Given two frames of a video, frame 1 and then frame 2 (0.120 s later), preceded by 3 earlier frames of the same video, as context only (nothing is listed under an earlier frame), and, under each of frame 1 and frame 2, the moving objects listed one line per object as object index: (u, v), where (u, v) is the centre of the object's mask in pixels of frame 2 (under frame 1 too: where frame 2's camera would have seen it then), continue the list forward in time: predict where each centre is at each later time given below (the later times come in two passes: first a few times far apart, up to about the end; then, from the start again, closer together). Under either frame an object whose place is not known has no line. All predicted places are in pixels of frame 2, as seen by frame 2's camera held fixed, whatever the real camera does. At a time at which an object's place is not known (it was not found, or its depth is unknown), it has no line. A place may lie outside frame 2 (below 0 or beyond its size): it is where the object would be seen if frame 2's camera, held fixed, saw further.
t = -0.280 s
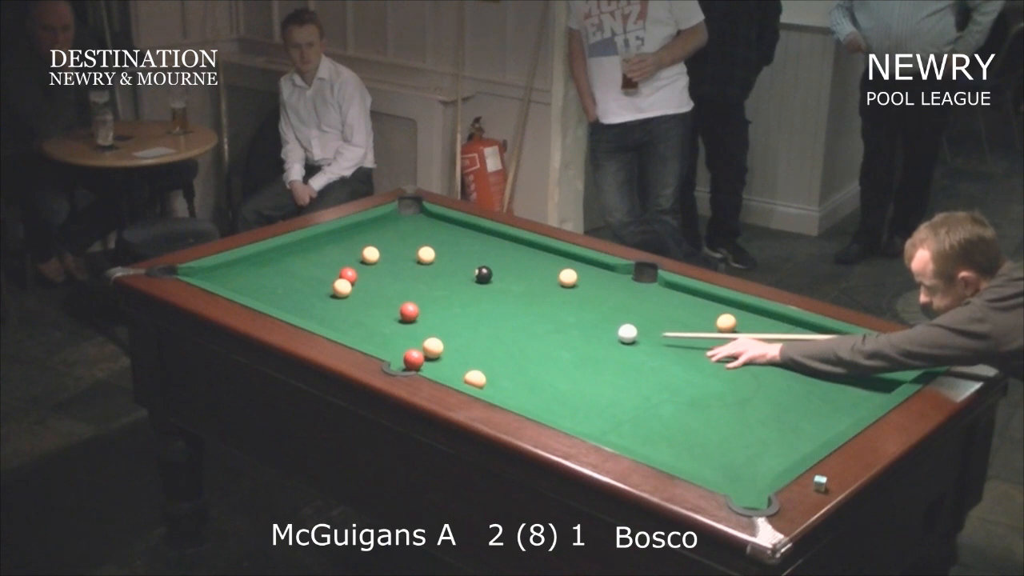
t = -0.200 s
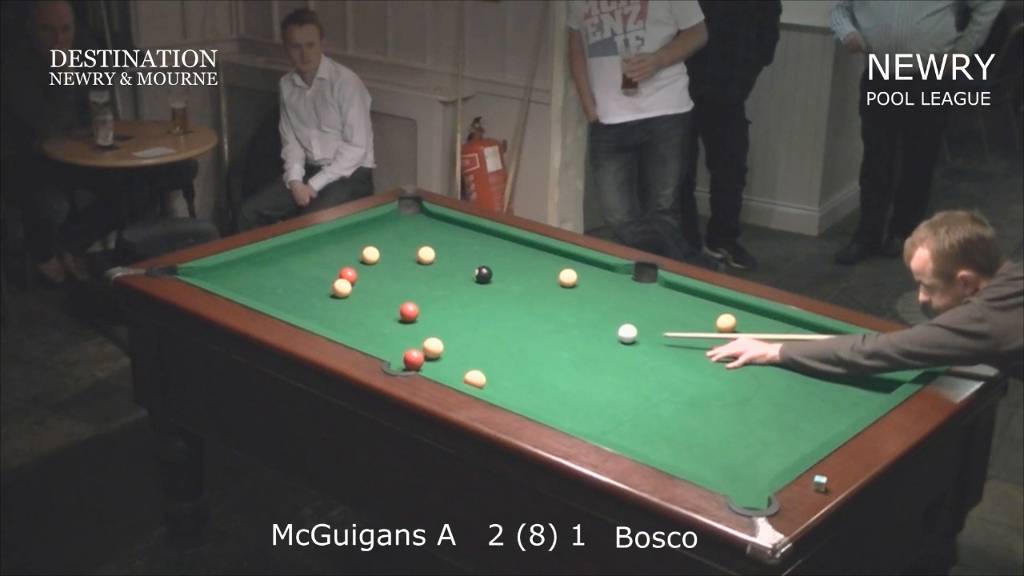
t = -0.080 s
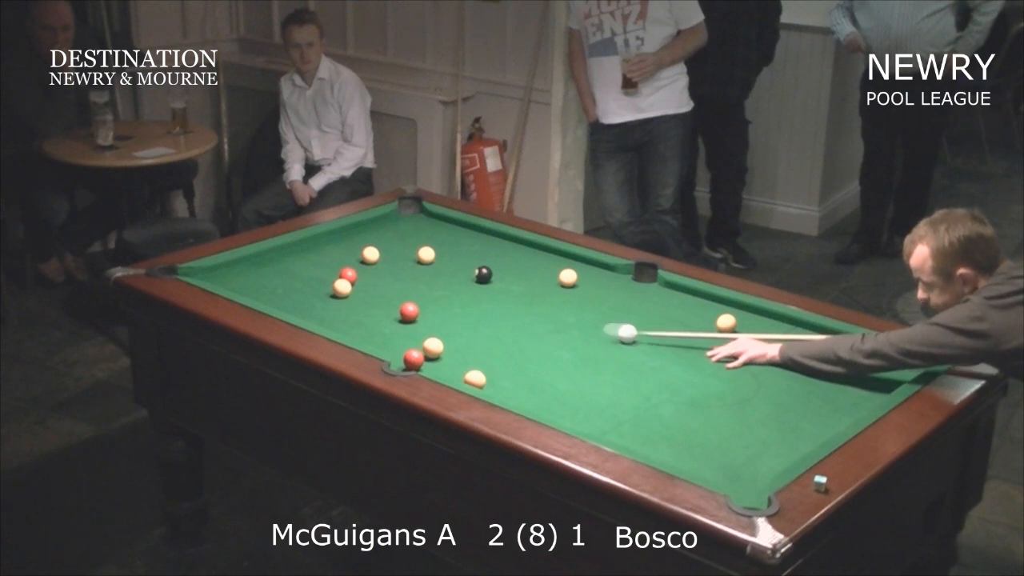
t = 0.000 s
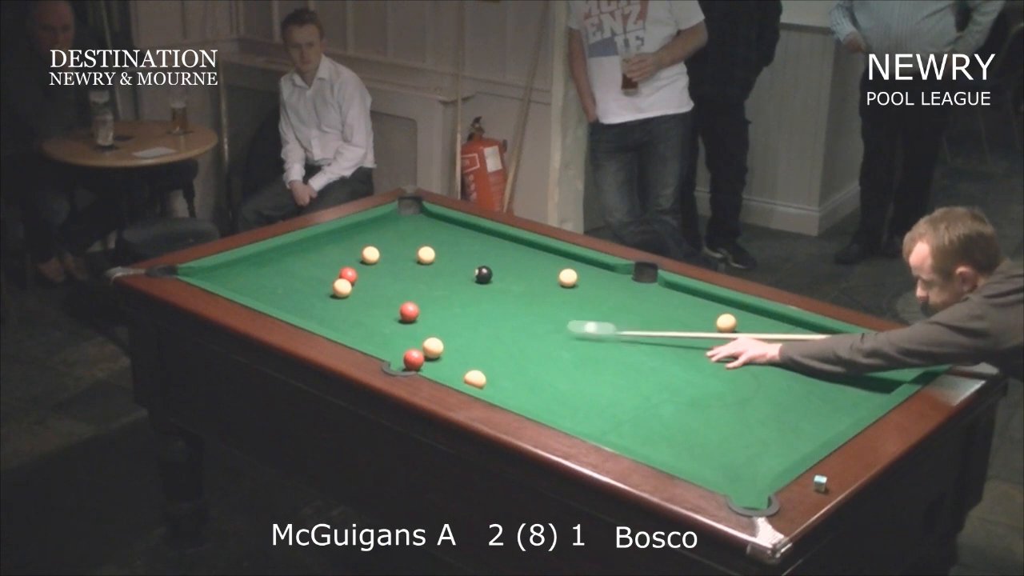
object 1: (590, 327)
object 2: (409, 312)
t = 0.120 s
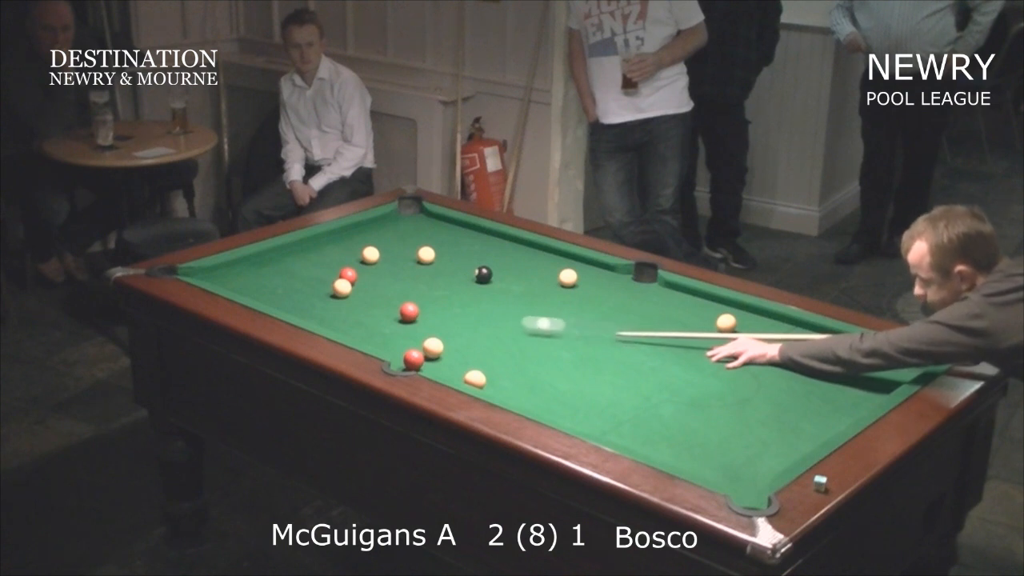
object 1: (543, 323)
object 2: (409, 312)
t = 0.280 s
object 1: (484, 318)
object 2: (409, 312)
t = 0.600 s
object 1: (419, 317)
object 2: (375, 307)
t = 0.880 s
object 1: (403, 318)
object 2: (326, 300)
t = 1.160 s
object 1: (390, 319)
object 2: (283, 294)
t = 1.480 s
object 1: (379, 320)
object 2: (239, 286)
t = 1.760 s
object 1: (374, 320)
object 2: (213, 278)
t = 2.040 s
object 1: (372, 321)
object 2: (202, 271)
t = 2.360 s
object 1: (372, 321)
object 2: (206, 273)
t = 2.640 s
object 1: (372, 321)
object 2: (210, 276)
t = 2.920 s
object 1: (372, 321)
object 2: (214, 279)
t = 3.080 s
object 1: (372, 321)
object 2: (216, 280)
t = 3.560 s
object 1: (372, 320)
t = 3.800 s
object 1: (373, 320)
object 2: (219, 281)
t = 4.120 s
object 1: (373, 321)
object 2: (219, 281)
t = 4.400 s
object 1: (373, 320)
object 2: (219, 281)
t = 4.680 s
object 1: (373, 320)
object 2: (219, 281)
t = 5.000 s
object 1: (373, 320)
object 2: (219, 281)
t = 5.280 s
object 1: (373, 320)
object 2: (219, 281)
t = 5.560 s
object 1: (373, 320)
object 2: (219, 281)
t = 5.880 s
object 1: (373, 320)
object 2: (219, 281)
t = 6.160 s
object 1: (373, 320)
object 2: (219, 281)
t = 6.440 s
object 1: (373, 320)
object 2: (219, 281)
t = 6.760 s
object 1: (373, 320)
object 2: (219, 281)
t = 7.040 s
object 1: (373, 320)
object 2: (219, 281)
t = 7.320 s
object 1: (373, 320)
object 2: (219, 281)
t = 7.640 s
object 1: (372, 320)
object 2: (218, 281)
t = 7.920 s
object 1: (372, 320)
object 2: (218, 281)
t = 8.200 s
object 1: (372, 320)
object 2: (218, 281)
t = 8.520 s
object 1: (372, 320)
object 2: (218, 281)
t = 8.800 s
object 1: (372, 320)
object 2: (218, 281)
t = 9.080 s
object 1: (372, 320)
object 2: (218, 281)
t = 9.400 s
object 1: (372, 320)
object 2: (218, 281)
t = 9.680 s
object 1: (372, 320)
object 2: (218, 281)
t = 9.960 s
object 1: (372, 320)
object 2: (218, 281)
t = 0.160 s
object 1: (528, 322)
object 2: (409, 312)
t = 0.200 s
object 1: (513, 320)
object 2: (409, 312)
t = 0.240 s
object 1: (498, 319)
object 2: (409, 312)
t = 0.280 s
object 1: (484, 318)
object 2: (409, 312)
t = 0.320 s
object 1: (469, 316)
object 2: (409, 311)
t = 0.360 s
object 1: (455, 315)
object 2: (409, 312)
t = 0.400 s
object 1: (441, 314)
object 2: (409, 312)
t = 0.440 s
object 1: (427, 314)
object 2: (407, 311)
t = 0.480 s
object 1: (426, 315)
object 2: (399, 310)
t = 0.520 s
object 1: (424, 316)
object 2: (390, 308)
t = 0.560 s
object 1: (422, 316)
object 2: (382, 308)
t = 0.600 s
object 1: (419, 317)
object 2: (375, 307)
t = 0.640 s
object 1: (417, 317)
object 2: (368, 306)
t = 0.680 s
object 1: (414, 317)
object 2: (361, 305)
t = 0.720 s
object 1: (412, 317)
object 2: (354, 304)
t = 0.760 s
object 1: (409, 317)
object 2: (347, 303)
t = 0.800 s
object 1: (407, 318)
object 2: (340, 302)
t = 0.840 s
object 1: (405, 318)
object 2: (332, 301)
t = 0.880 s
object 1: (403, 318)
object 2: (326, 300)
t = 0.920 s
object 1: (401, 318)
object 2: (319, 299)
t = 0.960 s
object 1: (399, 318)
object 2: (314, 298)
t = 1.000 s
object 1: (397, 318)
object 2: (307, 297)
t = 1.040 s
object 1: (395, 319)
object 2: (301, 296)
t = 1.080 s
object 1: (393, 319)
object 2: (295, 296)
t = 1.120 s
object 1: (391, 319)
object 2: (289, 295)
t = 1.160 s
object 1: (390, 319)
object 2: (283, 294)
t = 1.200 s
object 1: (388, 319)
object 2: (277, 293)
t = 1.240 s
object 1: (387, 319)
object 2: (271, 292)
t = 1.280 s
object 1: (385, 319)
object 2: (266, 291)
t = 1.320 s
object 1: (384, 319)
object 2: (260, 290)
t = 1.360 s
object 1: (383, 320)
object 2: (254, 289)
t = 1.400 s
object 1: (381, 320)
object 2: (249, 288)
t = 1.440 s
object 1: (380, 320)
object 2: (244, 287)
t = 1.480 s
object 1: (379, 320)
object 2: (239, 286)
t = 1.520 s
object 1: (378, 320)
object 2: (234, 285)
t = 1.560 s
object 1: (377, 320)
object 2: (229, 284)
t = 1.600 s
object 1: (377, 320)
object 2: (224, 282)
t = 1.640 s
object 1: (376, 320)
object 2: (220, 282)
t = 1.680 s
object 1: (375, 320)
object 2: (216, 280)
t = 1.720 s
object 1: (374, 320)
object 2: (215, 279)
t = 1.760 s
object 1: (374, 320)
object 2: (213, 278)
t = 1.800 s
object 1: (374, 320)
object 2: (212, 277)
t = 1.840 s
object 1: (373, 320)
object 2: (210, 276)
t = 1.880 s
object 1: (373, 320)
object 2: (209, 275)
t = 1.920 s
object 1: (373, 320)
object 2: (207, 274)
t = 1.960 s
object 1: (372, 321)
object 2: (206, 273)
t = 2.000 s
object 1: (372, 321)
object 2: (204, 272)
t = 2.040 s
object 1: (372, 321)
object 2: (202, 271)
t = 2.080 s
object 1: (372, 321)
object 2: (202, 271)
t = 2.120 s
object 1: (372, 321)
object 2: (202, 271)
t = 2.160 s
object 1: (372, 321)
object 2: (202, 271)
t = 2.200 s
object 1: (372, 321)
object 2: (203, 272)
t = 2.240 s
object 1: (372, 321)
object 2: (203, 272)
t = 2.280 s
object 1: (372, 321)
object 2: (204, 272)
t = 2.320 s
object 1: (372, 321)
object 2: (205, 273)
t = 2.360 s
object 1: (372, 321)
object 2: (206, 273)
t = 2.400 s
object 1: (372, 321)
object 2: (206, 274)
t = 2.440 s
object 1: (372, 321)
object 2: (207, 274)
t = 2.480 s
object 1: (372, 320)
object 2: (208, 275)
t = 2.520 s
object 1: (372, 320)
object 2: (208, 275)
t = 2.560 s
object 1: (372, 321)
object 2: (209, 276)
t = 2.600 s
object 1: (372, 321)
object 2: (210, 276)
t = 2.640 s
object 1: (372, 321)
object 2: (210, 276)
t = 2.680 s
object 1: (372, 321)
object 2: (211, 277)
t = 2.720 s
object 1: (372, 321)
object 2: (212, 277)
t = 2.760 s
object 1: (372, 321)
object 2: (212, 277)
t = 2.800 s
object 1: (372, 321)
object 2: (213, 278)
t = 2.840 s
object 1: (372, 321)
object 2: (213, 278)
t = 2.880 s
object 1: (372, 321)
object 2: (214, 278)
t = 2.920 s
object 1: (372, 321)
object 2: (214, 279)
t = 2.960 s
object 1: (372, 321)
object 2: (215, 279)
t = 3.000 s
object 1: (372, 321)
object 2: (215, 279)
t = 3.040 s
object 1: (373, 321)
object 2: (215, 279)
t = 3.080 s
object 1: (372, 321)
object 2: (216, 280)
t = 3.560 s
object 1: (372, 320)
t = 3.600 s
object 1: (373, 320)
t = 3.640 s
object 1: (373, 320)
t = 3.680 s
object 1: (373, 320)
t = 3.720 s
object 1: (373, 320)
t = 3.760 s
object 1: (373, 320)
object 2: (219, 281)
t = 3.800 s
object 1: (373, 320)
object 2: (219, 281)
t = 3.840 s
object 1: (373, 320)
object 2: (219, 281)
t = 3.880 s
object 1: (373, 320)
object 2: (219, 281)
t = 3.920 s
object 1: (373, 320)
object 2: (219, 281)
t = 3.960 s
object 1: (373, 320)
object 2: (219, 281)
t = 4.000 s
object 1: (373, 320)
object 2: (219, 281)
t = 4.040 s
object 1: (373, 320)
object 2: (219, 281)
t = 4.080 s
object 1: (373, 320)
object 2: (219, 281)
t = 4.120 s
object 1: (373, 321)
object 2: (219, 281)
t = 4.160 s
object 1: (373, 320)
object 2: (219, 281)
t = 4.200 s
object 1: (373, 321)
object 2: (219, 281)
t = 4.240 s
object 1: (373, 321)
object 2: (219, 281)
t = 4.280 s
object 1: (373, 320)
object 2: (219, 281)
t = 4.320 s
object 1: (373, 321)
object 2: (219, 281)
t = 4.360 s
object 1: (373, 320)
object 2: (219, 281)
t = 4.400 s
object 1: (373, 320)
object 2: (219, 281)
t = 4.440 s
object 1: (373, 321)
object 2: (219, 281)
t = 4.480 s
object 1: (373, 320)
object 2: (219, 281)
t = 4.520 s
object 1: (373, 321)
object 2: (219, 281)
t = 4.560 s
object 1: (373, 320)
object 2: (219, 281)
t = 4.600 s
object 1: (373, 320)
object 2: (219, 281)
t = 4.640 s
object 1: (373, 320)
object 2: (219, 281)
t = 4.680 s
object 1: (373, 320)
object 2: (219, 281)
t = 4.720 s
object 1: (373, 320)
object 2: (219, 281)
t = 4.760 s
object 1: (373, 320)
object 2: (219, 281)
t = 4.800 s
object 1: (373, 320)
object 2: (219, 281)
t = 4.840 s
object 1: (373, 320)
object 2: (219, 281)
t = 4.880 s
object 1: (373, 320)
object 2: (219, 281)
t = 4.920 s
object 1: (373, 320)
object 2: (219, 281)
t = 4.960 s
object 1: (373, 320)
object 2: (219, 281)
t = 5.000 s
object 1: (373, 320)
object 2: (219, 281)
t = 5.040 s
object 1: (373, 320)
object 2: (219, 281)
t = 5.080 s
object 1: (373, 320)
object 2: (219, 281)
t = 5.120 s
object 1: (373, 320)
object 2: (219, 281)
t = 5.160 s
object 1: (373, 320)
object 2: (219, 281)
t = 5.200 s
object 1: (373, 320)
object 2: (219, 281)
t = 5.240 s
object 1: (373, 320)
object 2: (219, 281)
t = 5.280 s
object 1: (373, 320)
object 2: (219, 281)
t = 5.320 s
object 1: (373, 320)
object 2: (219, 281)
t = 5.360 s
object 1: (373, 320)
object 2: (219, 281)
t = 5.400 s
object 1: (373, 320)
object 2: (219, 281)
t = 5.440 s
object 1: (373, 320)
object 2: (219, 281)
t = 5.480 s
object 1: (373, 320)
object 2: (219, 281)
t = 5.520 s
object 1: (373, 320)
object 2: (219, 281)
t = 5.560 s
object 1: (373, 320)
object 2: (219, 281)
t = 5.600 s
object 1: (373, 320)
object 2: (219, 281)
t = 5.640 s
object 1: (373, 320)
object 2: (219, 281)
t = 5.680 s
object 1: (373, 320)
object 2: (219, 281)
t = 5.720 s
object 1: (373, 320)
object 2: (219, 281)
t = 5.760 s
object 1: (373, 320)
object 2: (219, 281)
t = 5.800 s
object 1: (373, 320)
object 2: (219, 281)
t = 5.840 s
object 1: (373, 320)
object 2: (219, 281)
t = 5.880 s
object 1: (373, 320)
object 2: (219, 281)
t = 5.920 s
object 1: (373, 320)
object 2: (219, 281)
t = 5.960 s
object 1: (373, 320)
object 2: (219, 281)
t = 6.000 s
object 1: (373, 320)
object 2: (219, 281)
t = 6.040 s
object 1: (373, 320)
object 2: (219, 281)
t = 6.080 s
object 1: (373, 320)
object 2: (219, 281)
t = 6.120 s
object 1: (373, 320)
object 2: (219, 281)
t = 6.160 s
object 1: (373, 320)
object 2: (219, 281)
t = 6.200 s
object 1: (373, 320)
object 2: (219, 281)
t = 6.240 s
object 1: (373, 320)
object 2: (219, 281)
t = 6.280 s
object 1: (373, 320)
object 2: (219, 281)
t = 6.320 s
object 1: (373, 320)
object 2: (219, 281)
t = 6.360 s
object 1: (373, 320)
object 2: (219, 281)
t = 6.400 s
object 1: (373, 320)
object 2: (219, 281)
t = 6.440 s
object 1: (373, 320)
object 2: (219, 281)
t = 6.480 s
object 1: (373, 320)
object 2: (219, 281)
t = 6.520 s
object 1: (373, 320)
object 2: (219, 281)
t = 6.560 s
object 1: (373, 320)
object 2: (219, 281)
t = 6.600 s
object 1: (373, 320)
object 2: (219, 281)
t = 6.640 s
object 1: (373, 320)
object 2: (219, 281)
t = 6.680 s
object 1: (373, 320)
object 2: (219, 281)
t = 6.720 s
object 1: (373, 320)
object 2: (219, 281)
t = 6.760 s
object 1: (373, 320)
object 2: (219, 281)
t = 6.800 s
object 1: (373, 320)
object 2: (219, 281)
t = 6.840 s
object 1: (373, 320)
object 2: (219, 281)
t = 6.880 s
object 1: (373, 320)
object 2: (219, 281)
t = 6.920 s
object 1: (373, 320)
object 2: (219, 281)
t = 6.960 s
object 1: (373, 320)
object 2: (219, 281)
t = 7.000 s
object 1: (373, 320)
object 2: (219, 281)
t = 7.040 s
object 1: (373, 320)
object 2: (219, 281)
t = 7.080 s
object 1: (373, 320)
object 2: (219, 281)
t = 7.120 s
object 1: (373, 320)
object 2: (219, 281)
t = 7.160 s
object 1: (373, 320)
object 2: (219, 281)
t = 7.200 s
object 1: (373, 320)
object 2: (219, 281)
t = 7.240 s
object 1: (373, 320)
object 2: (219, 281)
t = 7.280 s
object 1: (373, 320)
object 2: (219, 281)
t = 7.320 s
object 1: (373, 320)
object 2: (219, 281)
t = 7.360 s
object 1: (373, 320)
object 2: (219, 281)
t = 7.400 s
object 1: (373, 320)
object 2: (219, 281)
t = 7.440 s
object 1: (373, 320)
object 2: (219, 281)
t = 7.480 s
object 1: (373, 320)
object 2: (219, 281)
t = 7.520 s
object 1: (372, 320)
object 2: (218, 281)
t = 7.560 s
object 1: (372, 320)
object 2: (219, 281)
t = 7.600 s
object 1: (372, 320)
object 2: (218, 281)
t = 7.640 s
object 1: (372, 320)
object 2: (218, 281)
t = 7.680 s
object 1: (372, 320)
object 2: (218, 281)
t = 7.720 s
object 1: (372, 320)
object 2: (218, 281)
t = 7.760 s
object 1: (372, 320)
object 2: (218, 281)
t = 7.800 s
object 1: (372, 320)
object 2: (218, 281)
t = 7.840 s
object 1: (372, 320)
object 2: (218, 281)
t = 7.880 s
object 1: (372, 320)
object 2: (218, 281)
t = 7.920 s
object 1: (372, 320)
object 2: (218, 281)
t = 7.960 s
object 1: (372, 320)
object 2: (218, 281)
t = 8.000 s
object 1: (372, 320)
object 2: (218, 281)
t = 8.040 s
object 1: (372, 320)
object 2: (218, 281)
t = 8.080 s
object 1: (372, 320)
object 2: (218, 281)
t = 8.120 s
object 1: (372, 320)
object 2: (218, 281)
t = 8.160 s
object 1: (372, 320)
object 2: (218, 281)
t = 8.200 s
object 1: (372, 320)
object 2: (218, 281)
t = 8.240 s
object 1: (372, 320)
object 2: (218, 281)
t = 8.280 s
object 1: (372, 320)
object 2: (218, 281)
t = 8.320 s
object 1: (372, 320)
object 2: (218, 281)
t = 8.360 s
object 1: (372, 320)
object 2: (218, 281)
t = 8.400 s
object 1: (372, 320)
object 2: (218, 281)
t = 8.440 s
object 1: (372, 320)
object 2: (218, 281)
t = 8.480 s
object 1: (372, 320)
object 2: (218, 281)
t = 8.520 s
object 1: (372, 320)
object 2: (218, 281)
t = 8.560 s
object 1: (372, 320)
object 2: (218, 281)
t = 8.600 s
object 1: (372, 320)
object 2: (218, 281)
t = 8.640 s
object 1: (372, 320)
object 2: (218, 281)
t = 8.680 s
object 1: (372, 320)
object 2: (218, 281)
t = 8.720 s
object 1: (372, 320)
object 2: (218, 281)
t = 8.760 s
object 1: (372, 320)
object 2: (218, 281)
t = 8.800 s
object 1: (372, 320)
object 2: (218, 281)
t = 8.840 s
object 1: (372, 320)
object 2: (218, 281)
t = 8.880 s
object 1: (372, 320)
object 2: (218, 281)
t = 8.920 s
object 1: (372, 320)
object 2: (218, 281)
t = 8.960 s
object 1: (372, 320)
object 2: (218, 281)
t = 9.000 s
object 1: (372, 320)
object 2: (218, 281)
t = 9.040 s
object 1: (372, 320)
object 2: (218, 281)
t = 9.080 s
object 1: (372, 320)
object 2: (218, 281)
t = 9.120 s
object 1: (372, 320)
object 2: (218, 281)
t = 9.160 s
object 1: (372, 320)
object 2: (218, 281)
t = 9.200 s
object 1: (372, 320)
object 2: (218, 281)
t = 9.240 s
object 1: (372, 320)
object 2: (218, 281)
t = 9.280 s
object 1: (372, 320)
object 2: (218, 281)
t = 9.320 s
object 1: (372, 320)
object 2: (218, 281)
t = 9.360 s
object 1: (372, 320)
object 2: (218, 281)
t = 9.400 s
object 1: (372, 320)
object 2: (218, 281)
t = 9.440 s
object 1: (372, 320)
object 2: (218, 281)
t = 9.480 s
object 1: (372, 320)
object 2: (218, 281)
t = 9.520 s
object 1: (372, 320)
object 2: (218, 281)
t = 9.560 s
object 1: (372, 320)
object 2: (219, 281)
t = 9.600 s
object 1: (372, 320)
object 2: (218, 281)
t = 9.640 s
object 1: (372, 320)
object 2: (218, 281)
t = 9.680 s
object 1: (372, 320)
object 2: (218, 281)
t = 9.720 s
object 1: (372, 320)
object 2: (218, 281)
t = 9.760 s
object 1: (372, 320)
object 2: (218, 281)
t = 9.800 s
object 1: (372, 320)
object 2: (218, 281)
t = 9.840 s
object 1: (372, 320)
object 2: (218, 281)
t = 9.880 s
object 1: (372, 320)
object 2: (218, 281)
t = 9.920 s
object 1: (372, 320)
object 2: (218, 281)
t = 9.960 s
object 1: (372, 320)
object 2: (218, 281)
